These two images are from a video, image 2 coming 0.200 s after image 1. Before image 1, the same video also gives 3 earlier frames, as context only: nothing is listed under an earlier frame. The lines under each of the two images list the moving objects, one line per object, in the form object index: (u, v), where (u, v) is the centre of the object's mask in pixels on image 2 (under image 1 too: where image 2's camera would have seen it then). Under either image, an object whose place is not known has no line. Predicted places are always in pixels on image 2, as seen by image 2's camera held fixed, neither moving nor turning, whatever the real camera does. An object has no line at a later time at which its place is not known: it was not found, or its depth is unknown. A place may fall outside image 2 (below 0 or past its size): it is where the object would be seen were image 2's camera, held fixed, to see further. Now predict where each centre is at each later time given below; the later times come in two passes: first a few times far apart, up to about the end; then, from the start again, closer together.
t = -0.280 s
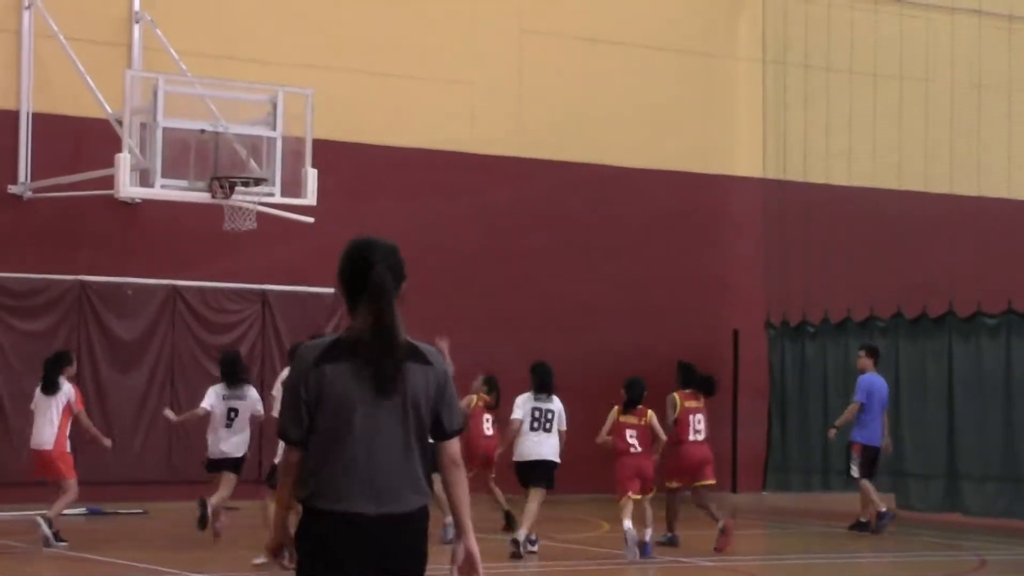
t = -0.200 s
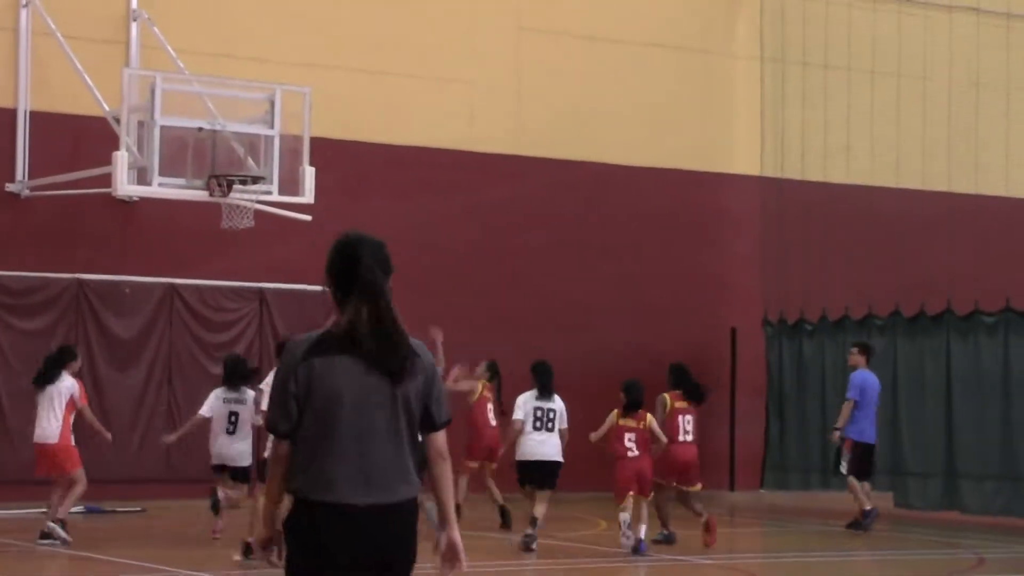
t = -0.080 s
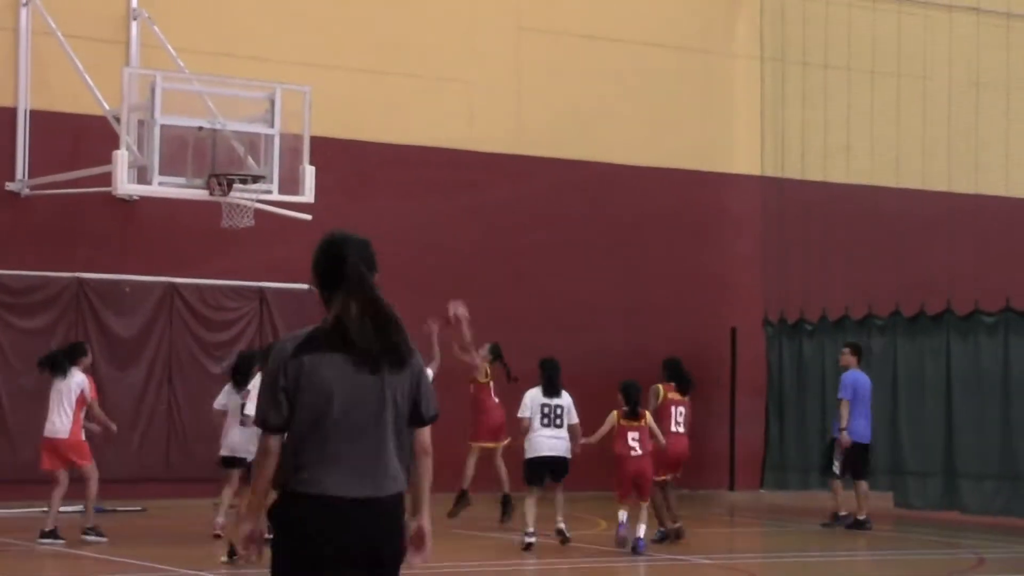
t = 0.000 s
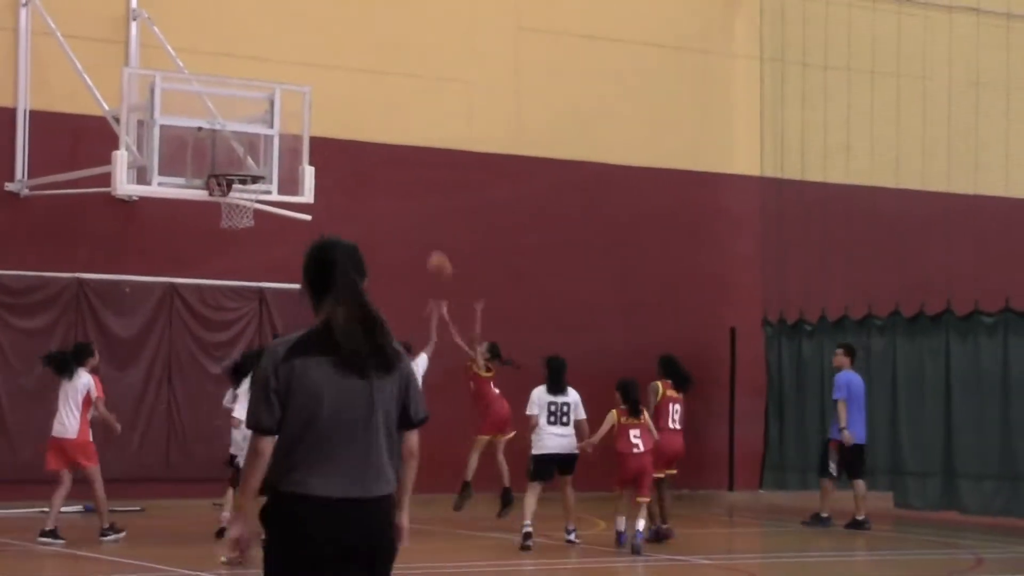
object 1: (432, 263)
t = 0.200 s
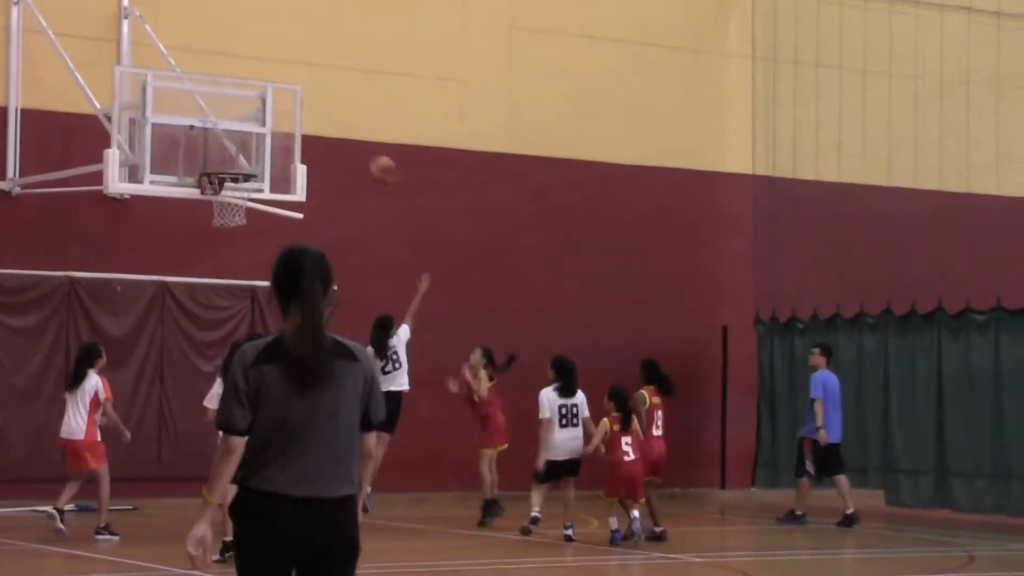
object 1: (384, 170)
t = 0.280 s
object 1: (364, 142)
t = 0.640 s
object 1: (272, 102)
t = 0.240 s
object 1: (374, 153)
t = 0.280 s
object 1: (364, 142)
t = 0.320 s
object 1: (353, 131)
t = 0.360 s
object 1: (343, 122)
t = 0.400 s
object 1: (334, 114)
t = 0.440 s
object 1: (324, 107)
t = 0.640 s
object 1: (272, 102)
